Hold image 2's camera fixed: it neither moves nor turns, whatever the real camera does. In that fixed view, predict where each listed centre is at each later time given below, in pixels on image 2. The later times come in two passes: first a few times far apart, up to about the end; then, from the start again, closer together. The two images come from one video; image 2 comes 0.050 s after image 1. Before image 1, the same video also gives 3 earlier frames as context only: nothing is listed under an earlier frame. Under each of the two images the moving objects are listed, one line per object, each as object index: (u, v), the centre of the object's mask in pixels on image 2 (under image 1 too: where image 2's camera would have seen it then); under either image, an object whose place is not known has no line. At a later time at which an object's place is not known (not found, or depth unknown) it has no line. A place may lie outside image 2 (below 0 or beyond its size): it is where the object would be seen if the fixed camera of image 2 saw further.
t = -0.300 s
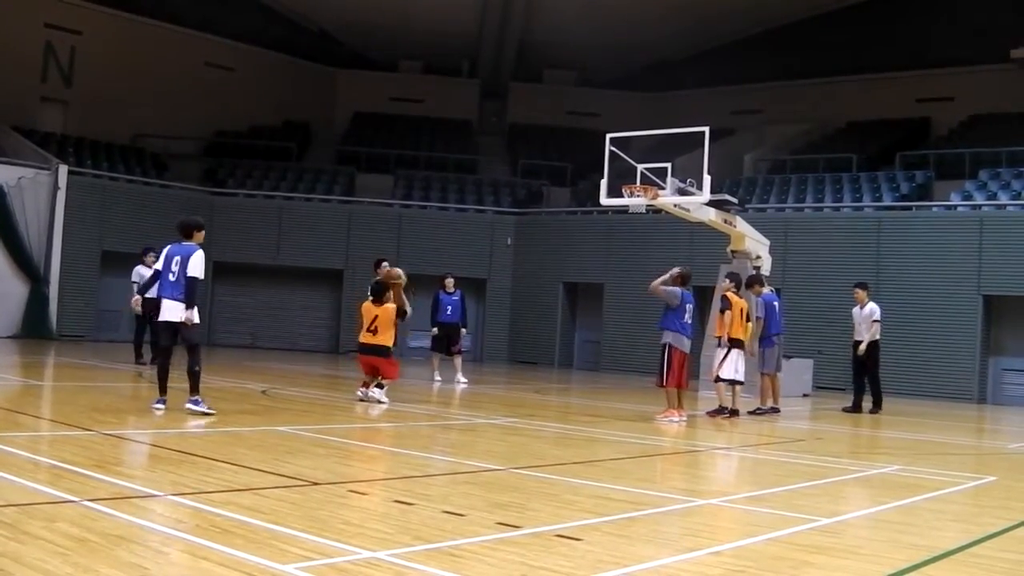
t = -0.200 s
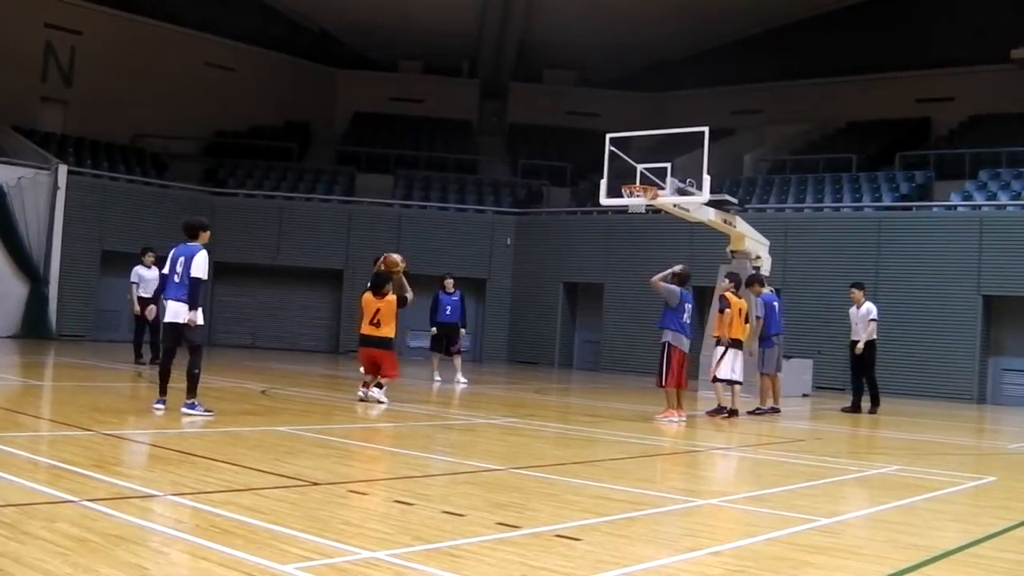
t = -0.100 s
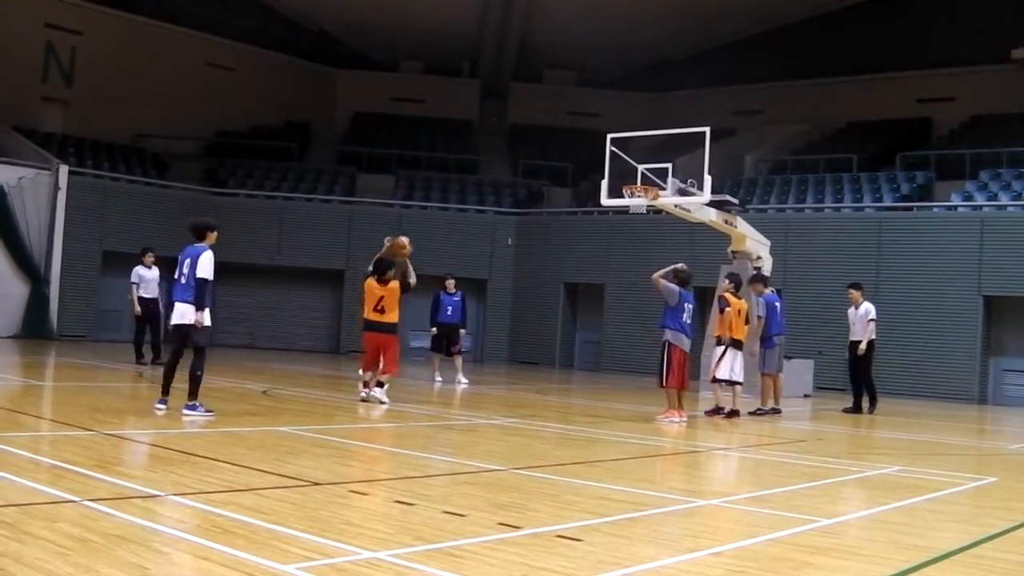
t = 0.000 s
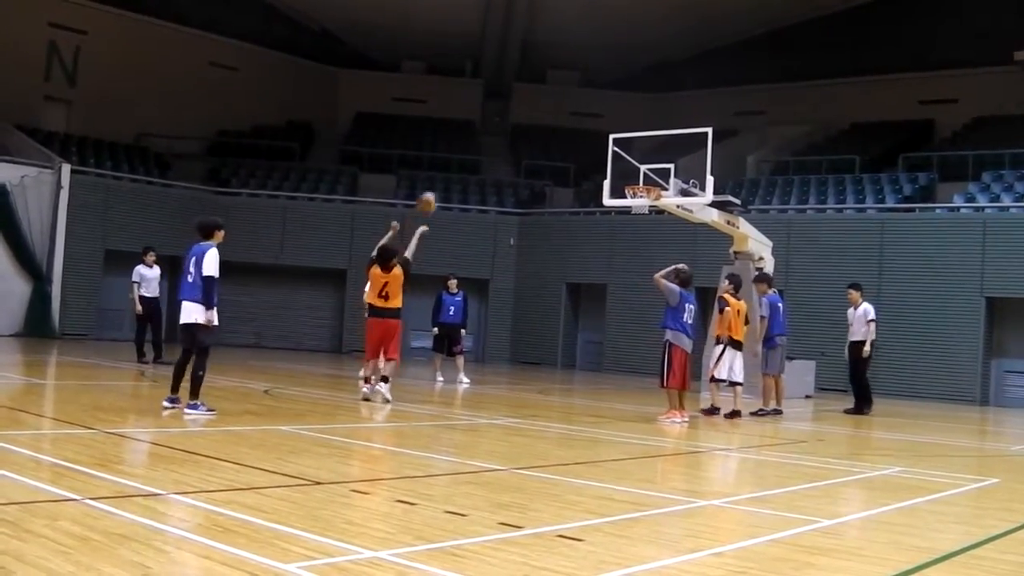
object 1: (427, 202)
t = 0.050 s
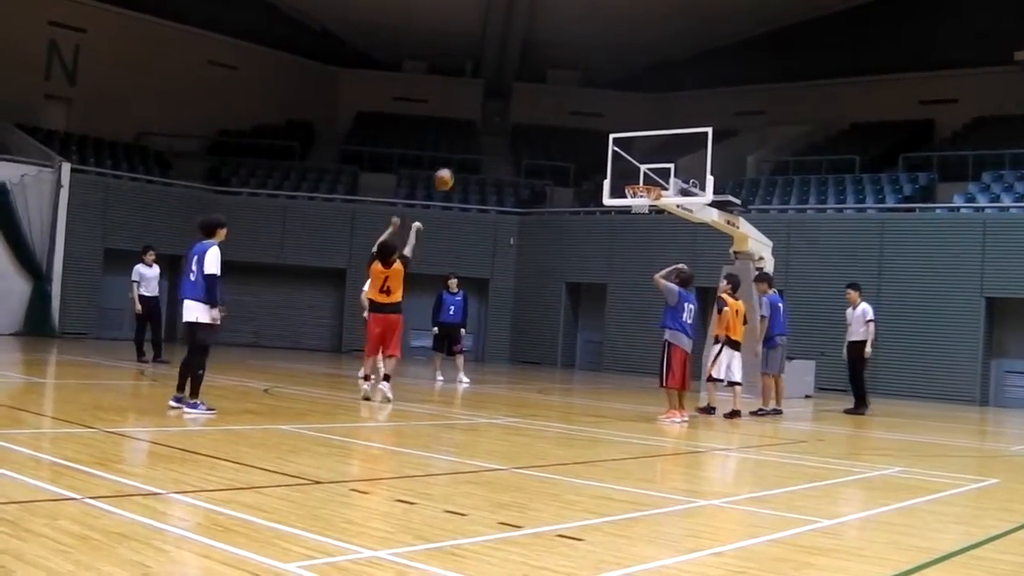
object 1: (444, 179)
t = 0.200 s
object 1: (487, 128)
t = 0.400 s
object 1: (538, 91)
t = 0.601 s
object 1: (580, 88)
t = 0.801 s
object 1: (616, 110)
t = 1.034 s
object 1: (653, 166)
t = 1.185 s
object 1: (640, 200)
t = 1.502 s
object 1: (634, 205)
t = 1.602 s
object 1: (639, 219)
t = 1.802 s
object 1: (640, 264)
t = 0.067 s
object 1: (449, 172)
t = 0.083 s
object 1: (454, 166)
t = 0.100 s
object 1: (458, 160)
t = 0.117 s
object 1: (463, 154)
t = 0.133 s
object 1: (469, 148)
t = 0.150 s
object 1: (474, 142)
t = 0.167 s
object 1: (478, 137)
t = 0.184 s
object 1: (483, 132)
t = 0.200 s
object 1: (487, 128)
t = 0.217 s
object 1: (492, 123)
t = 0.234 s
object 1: (497, 119)
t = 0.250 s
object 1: (500, 115)
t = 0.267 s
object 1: (505, 112)
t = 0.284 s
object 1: (509, 109)
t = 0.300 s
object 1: (513, 106)
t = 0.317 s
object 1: (518, 102)
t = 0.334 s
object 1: (522, 100)
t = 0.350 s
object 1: (526, 98)
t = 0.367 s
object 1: (531, 96)
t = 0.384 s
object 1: (534, 94)
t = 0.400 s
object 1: (538, 91)
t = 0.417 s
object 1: (542, 90)
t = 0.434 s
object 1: (546, 89)
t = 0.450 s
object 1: (549, 88)
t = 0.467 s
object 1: (553, 87)
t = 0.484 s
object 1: (556, 87)
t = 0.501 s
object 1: (560, 86)
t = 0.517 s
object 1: (563, 86)
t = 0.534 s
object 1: (566, 87)
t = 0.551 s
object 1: (569, 86)
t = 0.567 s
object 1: (573, 86)
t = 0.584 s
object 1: (576, 87)
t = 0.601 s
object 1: (580, 88)
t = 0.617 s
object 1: (583, 89)
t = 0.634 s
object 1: (586, 90)
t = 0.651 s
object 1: (589, 91)
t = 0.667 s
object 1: (592, 92)
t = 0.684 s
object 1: (595, 93)
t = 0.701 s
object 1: (598, 95)
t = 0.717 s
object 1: (601, 97)
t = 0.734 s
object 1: (604, 99)
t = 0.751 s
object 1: (607, 102)
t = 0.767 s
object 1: (610, 105)
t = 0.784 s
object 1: (613, 107)
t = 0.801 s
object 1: (616, 110)
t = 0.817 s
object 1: (619, 113)
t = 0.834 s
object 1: (621, 117)
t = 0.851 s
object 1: (624, 119)
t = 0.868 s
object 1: (627, 123)
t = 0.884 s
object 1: (630, 126)
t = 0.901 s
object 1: (633, 130)
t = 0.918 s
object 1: (635, 135)
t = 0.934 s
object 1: (638, 139)
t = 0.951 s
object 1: (640, 144)
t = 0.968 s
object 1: (643, 147)
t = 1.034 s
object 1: (653, 166)
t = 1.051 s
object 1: (654, 171)
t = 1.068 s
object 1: (654, 173)
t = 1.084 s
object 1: (653, 178)
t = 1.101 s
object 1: (652, 180)
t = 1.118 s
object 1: (650, 182)
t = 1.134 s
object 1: (648, 185)
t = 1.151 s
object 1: (643, 190)
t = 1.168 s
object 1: (642, 193)
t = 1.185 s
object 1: (640, 200)
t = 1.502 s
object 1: (634, 205)
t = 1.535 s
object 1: (635, 208)
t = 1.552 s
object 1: (637, 209)
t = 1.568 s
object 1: (637, 216)
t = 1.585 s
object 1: (636, 218)
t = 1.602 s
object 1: (639, 219)
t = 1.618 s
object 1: (639, 221)
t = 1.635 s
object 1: (639, 224)
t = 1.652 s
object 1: (638, 227)
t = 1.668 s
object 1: (638, 230)
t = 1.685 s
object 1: (639, 234)
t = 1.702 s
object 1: (639, 237)
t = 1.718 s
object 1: (639, 240)
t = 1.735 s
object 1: (640, 246)
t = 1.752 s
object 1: (640, 253)
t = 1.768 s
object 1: (639, 255)
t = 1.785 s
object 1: (640, 259)
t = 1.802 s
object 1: (640, 264)
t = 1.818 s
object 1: (640, 269)
